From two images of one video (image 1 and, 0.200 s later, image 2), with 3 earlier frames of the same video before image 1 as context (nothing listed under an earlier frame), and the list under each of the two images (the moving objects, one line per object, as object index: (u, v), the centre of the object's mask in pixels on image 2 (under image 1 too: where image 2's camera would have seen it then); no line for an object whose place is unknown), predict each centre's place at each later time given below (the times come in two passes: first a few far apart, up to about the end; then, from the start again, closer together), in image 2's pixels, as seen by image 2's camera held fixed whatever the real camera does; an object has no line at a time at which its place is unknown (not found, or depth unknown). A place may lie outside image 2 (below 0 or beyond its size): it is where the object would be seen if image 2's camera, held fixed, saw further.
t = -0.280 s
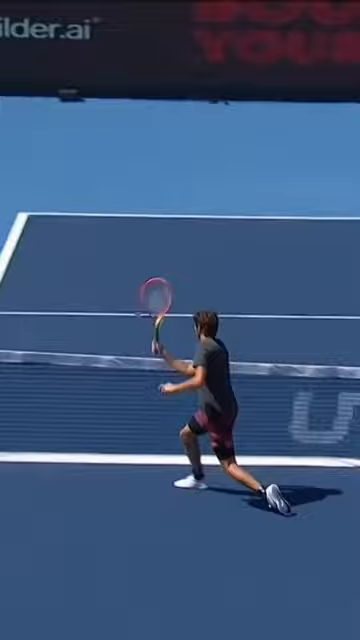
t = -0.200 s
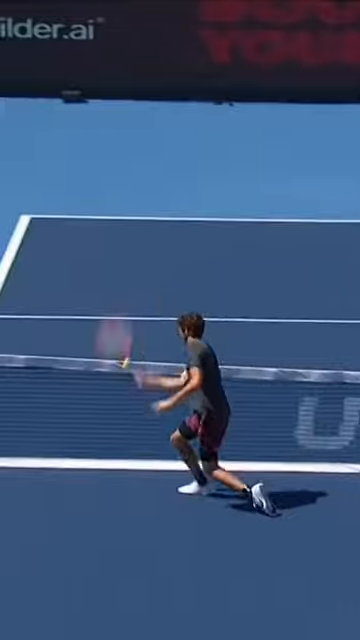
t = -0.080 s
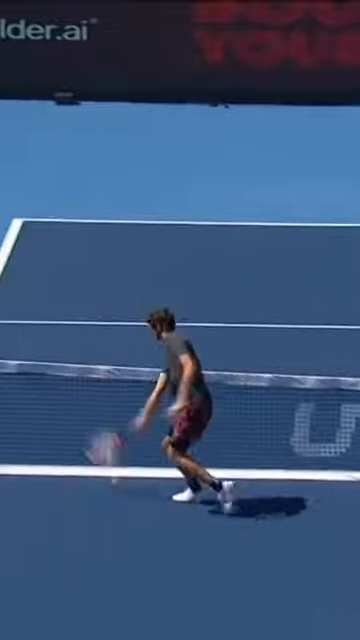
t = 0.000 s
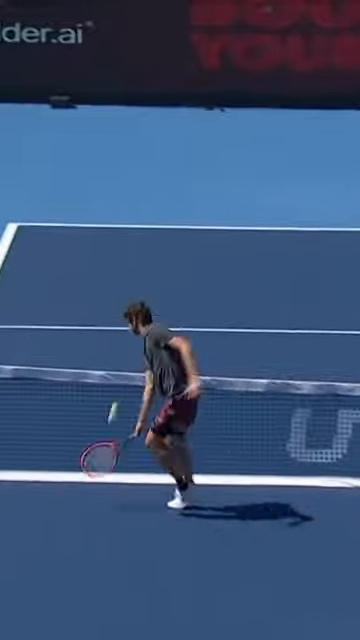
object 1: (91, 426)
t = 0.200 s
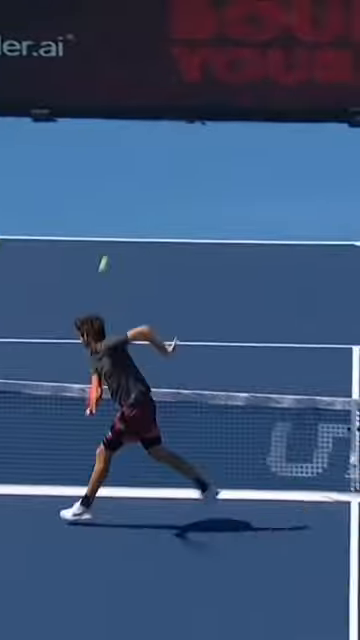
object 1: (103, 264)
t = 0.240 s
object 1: (106, 238)
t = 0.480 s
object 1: (117, 117)
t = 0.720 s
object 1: (126, 68)
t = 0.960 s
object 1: (137, 79)
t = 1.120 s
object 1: (142, 121)
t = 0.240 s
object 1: (106, 238)
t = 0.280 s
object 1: (108, 210)
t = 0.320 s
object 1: (108, 196)
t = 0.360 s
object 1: (110, 170)
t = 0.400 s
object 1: (112, 151)
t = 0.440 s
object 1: (114, 136)
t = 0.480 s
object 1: (117, 117)
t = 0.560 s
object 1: (121, 95)
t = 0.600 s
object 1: (123, 85)
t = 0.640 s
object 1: (124, 78)
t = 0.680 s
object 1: (125, 71)
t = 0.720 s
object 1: (126, 68)
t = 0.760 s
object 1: (129, 65)
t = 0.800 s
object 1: (131, 64)
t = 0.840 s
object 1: (132, 65)
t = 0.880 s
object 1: (134, 69)
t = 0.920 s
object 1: (136, 73)
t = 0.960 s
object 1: (137, 79)
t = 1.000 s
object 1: (138, 89)
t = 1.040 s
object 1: (139, 96)
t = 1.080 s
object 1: (140, 109)
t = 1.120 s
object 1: (142, 121)
